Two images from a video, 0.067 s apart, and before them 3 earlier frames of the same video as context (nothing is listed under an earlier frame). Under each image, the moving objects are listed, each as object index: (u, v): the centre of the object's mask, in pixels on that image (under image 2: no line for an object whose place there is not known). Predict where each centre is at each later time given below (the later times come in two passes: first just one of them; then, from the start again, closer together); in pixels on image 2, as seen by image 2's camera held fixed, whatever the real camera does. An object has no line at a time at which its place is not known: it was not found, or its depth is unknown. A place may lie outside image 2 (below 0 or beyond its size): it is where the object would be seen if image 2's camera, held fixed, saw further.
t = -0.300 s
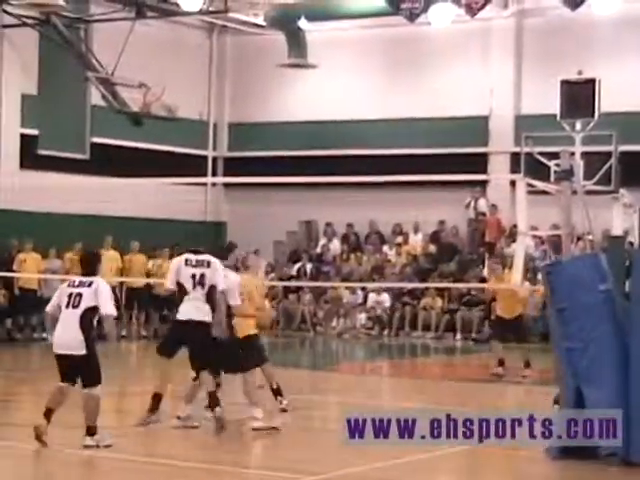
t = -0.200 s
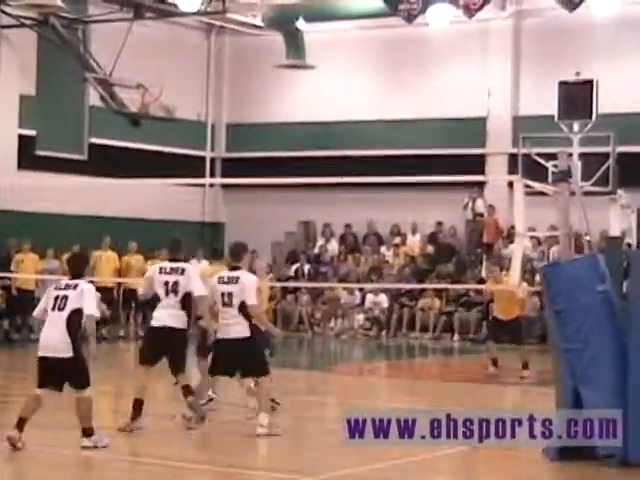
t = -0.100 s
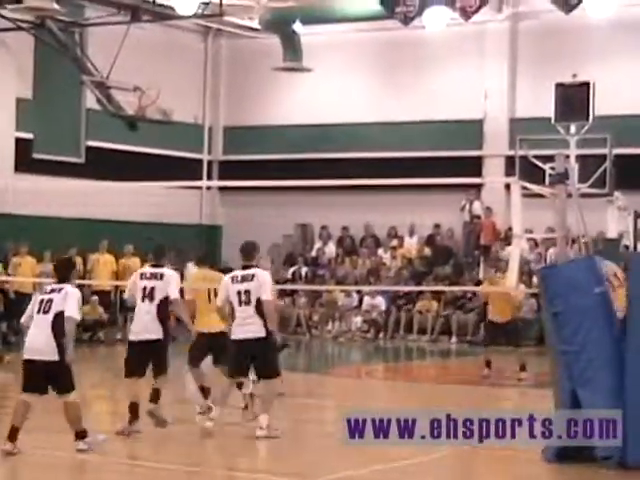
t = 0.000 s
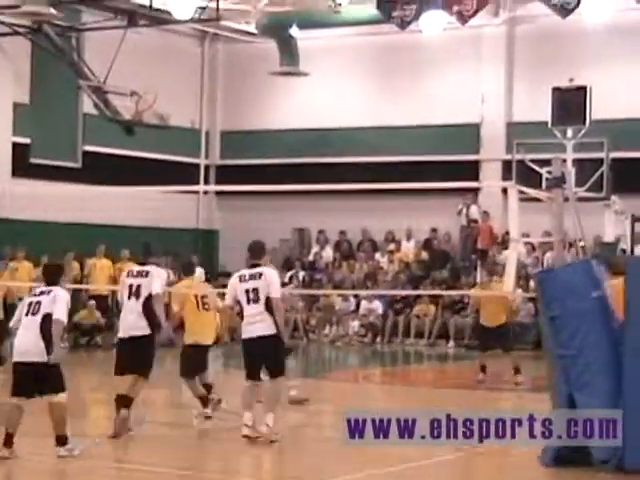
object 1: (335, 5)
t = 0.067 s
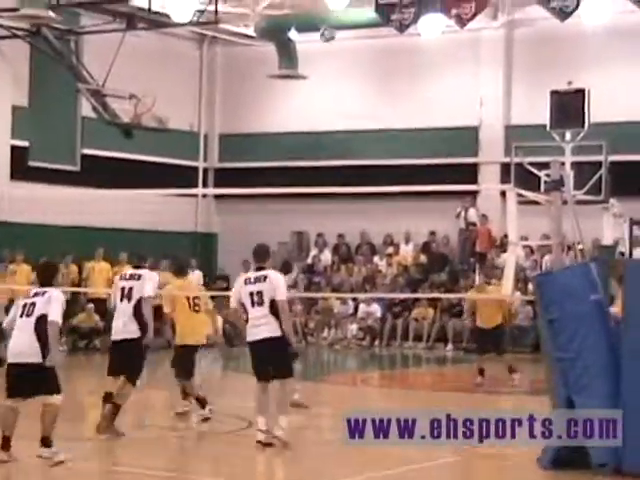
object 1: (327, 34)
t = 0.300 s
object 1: (301, 151)
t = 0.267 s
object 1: (307, 131)
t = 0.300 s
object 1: (301, 151)
